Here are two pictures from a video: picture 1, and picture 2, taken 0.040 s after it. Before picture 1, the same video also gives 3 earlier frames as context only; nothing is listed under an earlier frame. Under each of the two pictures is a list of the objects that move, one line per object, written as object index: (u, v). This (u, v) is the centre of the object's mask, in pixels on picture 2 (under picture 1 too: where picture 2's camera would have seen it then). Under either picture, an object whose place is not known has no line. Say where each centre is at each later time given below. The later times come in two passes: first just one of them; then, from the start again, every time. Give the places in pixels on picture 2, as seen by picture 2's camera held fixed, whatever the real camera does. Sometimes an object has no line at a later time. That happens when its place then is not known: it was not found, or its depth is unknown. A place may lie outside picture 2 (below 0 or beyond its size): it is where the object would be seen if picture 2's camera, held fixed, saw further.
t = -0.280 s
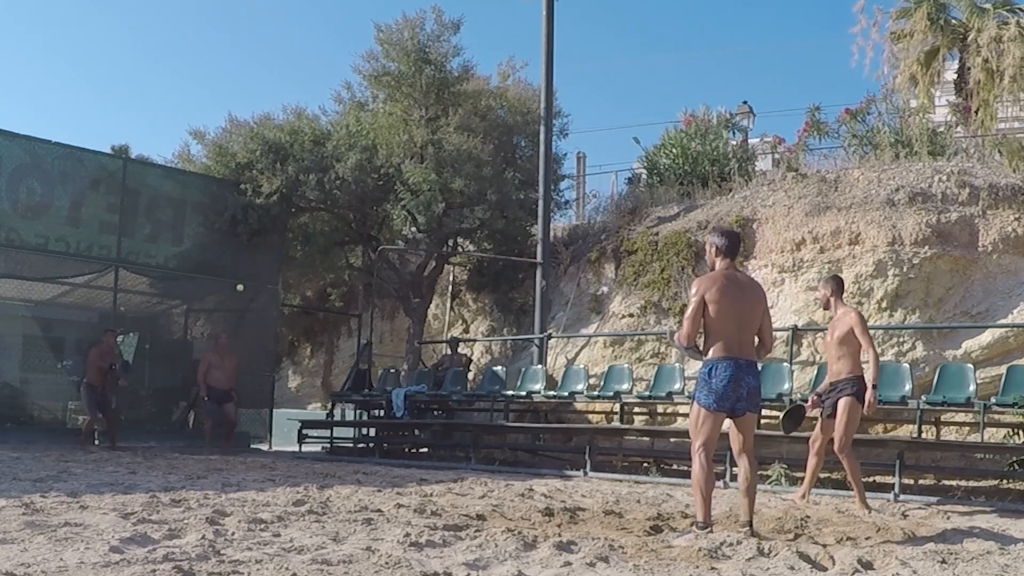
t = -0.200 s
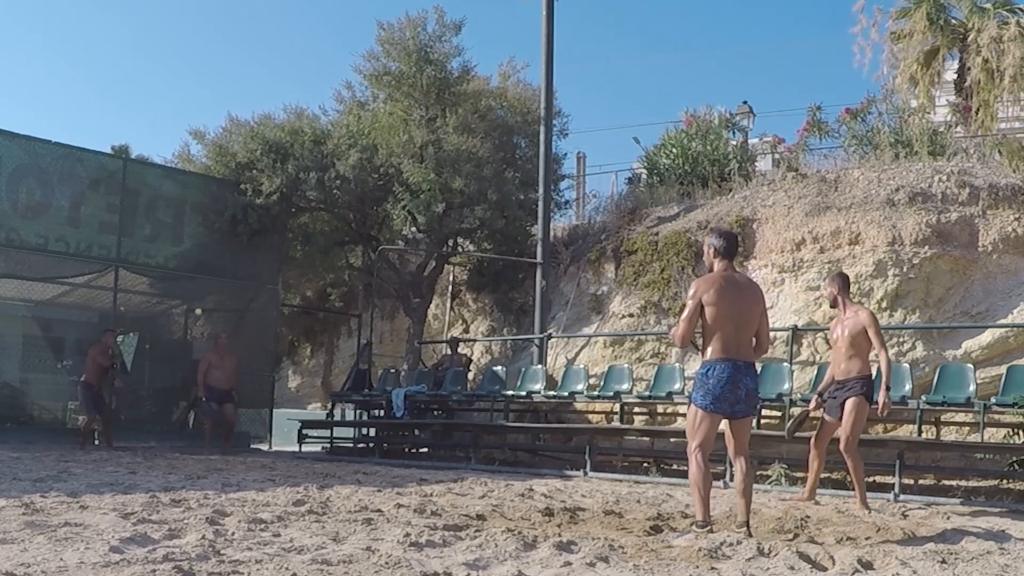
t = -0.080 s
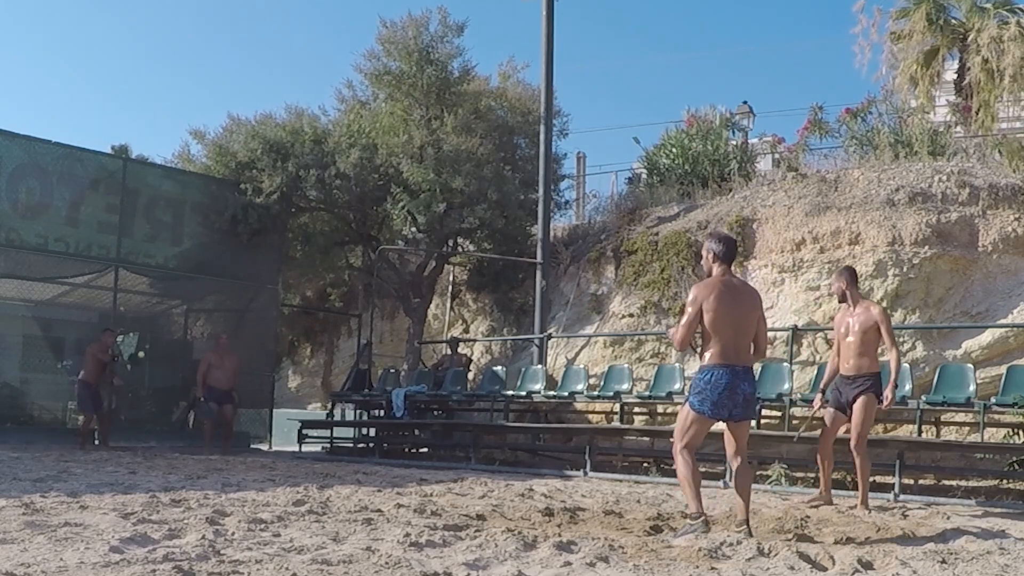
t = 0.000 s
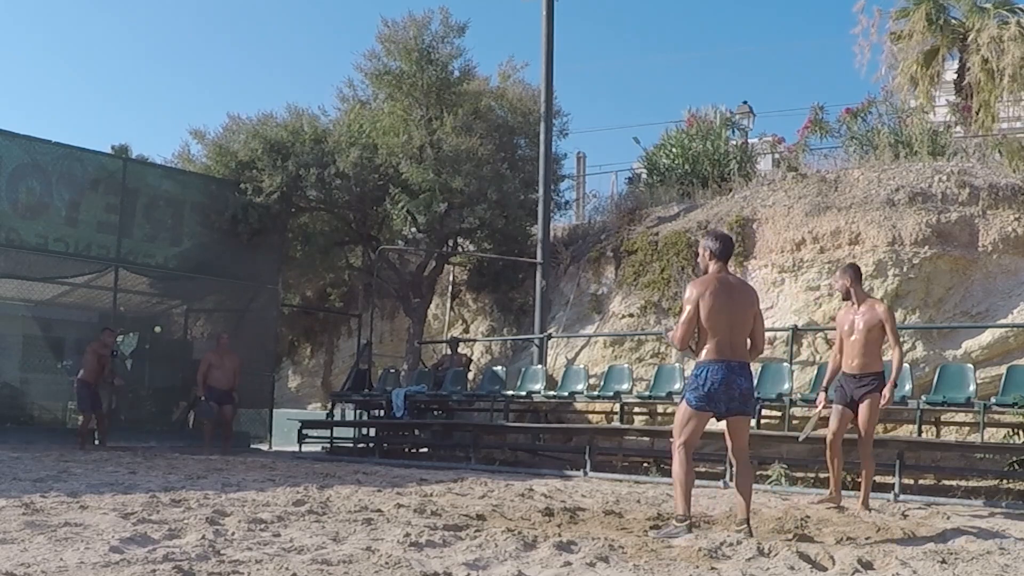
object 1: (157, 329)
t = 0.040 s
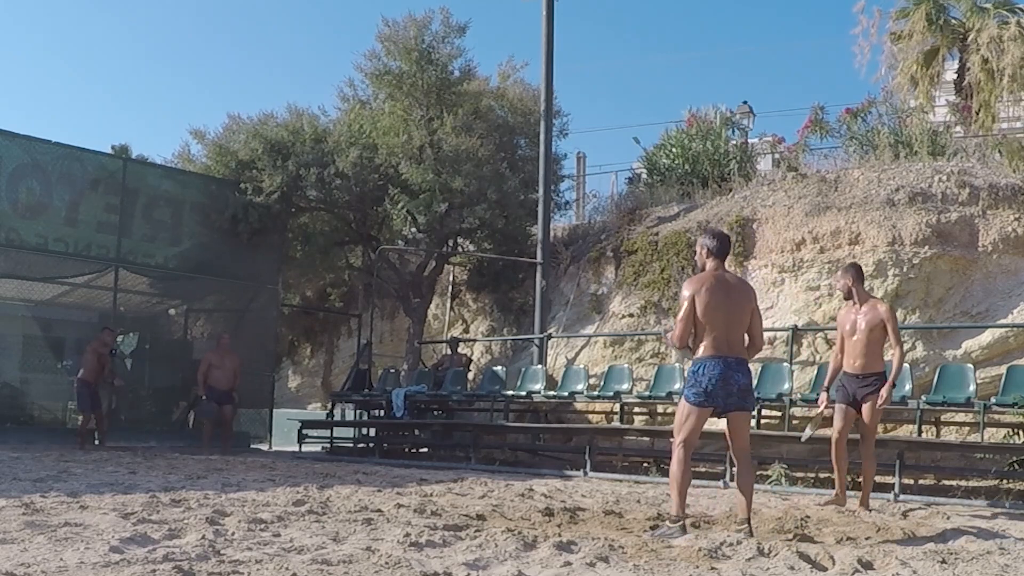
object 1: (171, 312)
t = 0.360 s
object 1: (308, 201)
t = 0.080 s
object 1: (186, 295)
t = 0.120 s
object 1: (201, 279)
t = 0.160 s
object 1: (217, 263)
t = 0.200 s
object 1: (234, 249)
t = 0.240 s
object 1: (251, 235)
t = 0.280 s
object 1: (269, 223)
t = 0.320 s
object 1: (288, 211)
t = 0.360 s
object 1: (308, 201)
